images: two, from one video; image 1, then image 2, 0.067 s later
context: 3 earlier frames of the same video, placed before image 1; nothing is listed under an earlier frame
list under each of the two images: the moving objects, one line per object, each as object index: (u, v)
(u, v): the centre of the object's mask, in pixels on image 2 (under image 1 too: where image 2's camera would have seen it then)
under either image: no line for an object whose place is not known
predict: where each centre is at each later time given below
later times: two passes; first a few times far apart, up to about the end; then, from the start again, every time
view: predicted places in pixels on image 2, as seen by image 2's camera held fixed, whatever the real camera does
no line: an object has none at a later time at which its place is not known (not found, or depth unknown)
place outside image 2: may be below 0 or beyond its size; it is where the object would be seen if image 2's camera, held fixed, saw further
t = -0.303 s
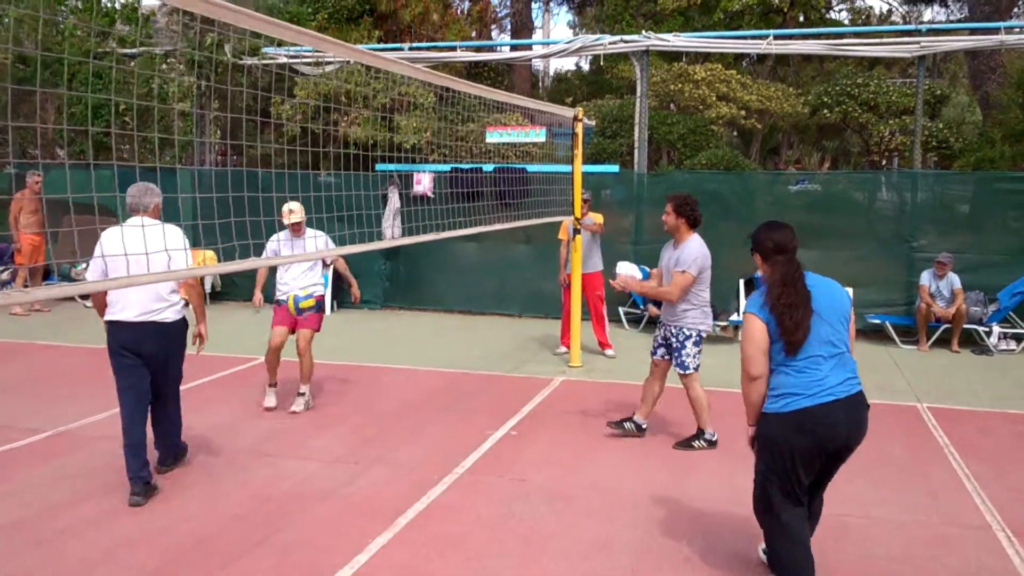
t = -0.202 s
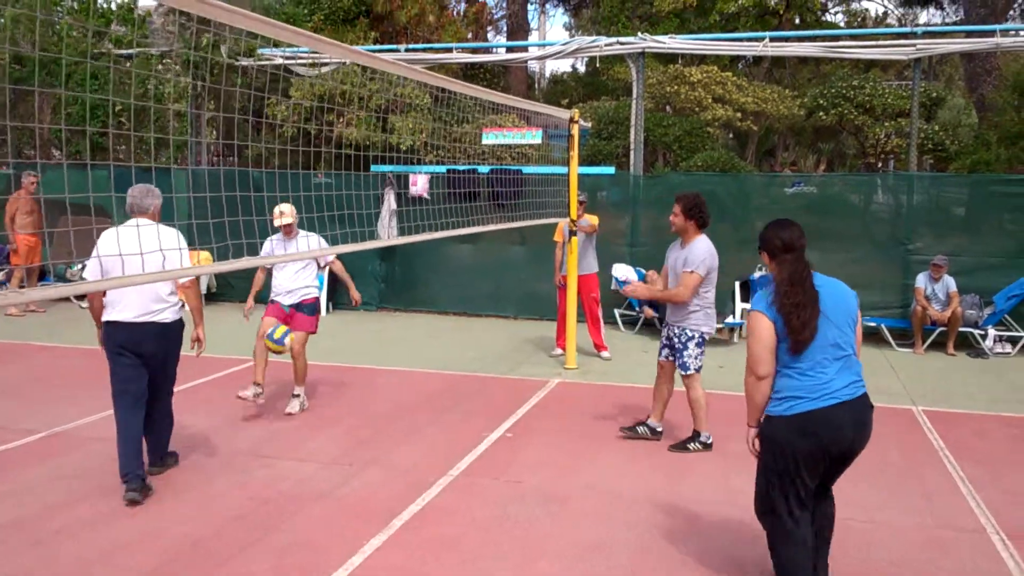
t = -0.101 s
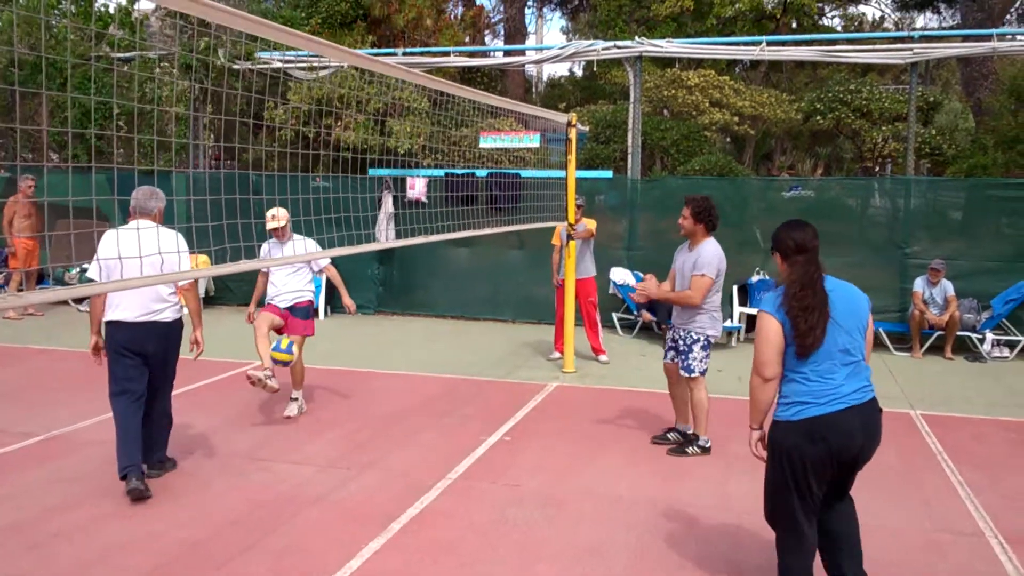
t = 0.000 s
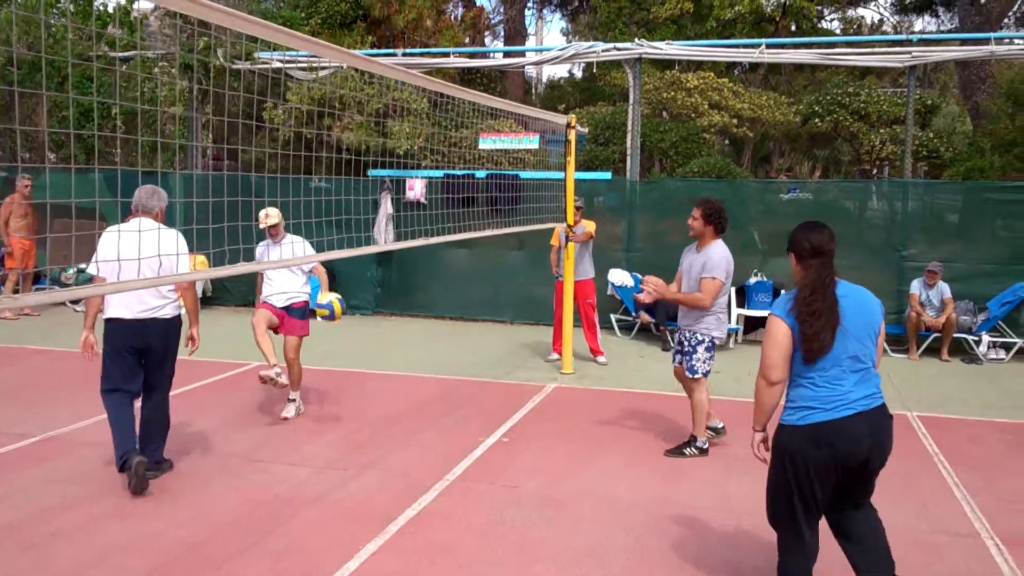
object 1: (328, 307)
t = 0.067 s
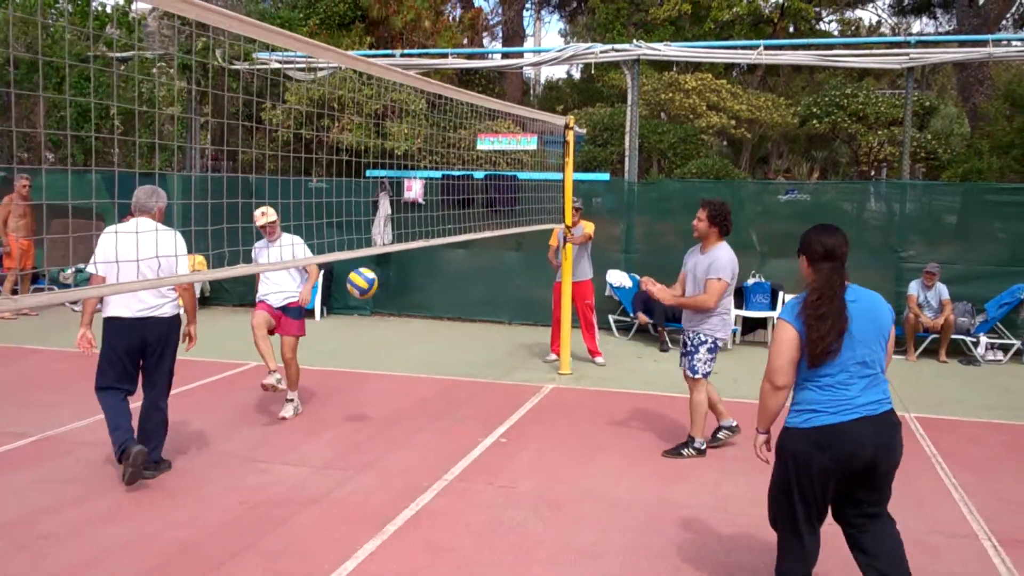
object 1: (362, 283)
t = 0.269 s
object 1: (463, 246)
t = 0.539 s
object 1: (502, 315)
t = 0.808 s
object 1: (535, 451)
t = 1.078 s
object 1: (537, 354)
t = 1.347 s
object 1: (537, 365)
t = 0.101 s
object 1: (380, 273)
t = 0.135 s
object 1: (396, 265)
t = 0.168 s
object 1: (414, 259)
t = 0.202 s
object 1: (433, 253)
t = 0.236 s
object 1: (450, 249)
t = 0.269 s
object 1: (463, 246)
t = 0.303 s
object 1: (470, 249)
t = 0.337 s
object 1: (475, 253)
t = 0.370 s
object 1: (480, 259)
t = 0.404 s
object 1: (484, 267)
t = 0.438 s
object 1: (490, 276)
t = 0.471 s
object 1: (495, 286)
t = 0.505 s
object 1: (499, 300)
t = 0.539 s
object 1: (502, 315)
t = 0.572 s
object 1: (507, 331)
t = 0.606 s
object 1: (512, 350)
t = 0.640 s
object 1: (516, 371)
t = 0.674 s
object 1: (521, 393)
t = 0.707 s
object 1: (526, 418)
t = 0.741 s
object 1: (530, 444)
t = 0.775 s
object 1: (534, 470)
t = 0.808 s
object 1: (535, 451)
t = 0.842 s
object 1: (535, 433)
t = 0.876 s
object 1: (536, 417)
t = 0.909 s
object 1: (537, 402)
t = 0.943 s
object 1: (538, 388)
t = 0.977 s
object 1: (538, 376)
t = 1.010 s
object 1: (536, 369)
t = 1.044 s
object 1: (536, 361)
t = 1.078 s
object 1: (537, 354)
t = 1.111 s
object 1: (537, 349)
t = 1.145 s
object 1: (536, 346)
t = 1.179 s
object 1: (536, 345)
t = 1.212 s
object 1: (536, 346)
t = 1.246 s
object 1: (537, 348)
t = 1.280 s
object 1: (536, 352)
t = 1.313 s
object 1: (537, 358)
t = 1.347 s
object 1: (537, 365)
